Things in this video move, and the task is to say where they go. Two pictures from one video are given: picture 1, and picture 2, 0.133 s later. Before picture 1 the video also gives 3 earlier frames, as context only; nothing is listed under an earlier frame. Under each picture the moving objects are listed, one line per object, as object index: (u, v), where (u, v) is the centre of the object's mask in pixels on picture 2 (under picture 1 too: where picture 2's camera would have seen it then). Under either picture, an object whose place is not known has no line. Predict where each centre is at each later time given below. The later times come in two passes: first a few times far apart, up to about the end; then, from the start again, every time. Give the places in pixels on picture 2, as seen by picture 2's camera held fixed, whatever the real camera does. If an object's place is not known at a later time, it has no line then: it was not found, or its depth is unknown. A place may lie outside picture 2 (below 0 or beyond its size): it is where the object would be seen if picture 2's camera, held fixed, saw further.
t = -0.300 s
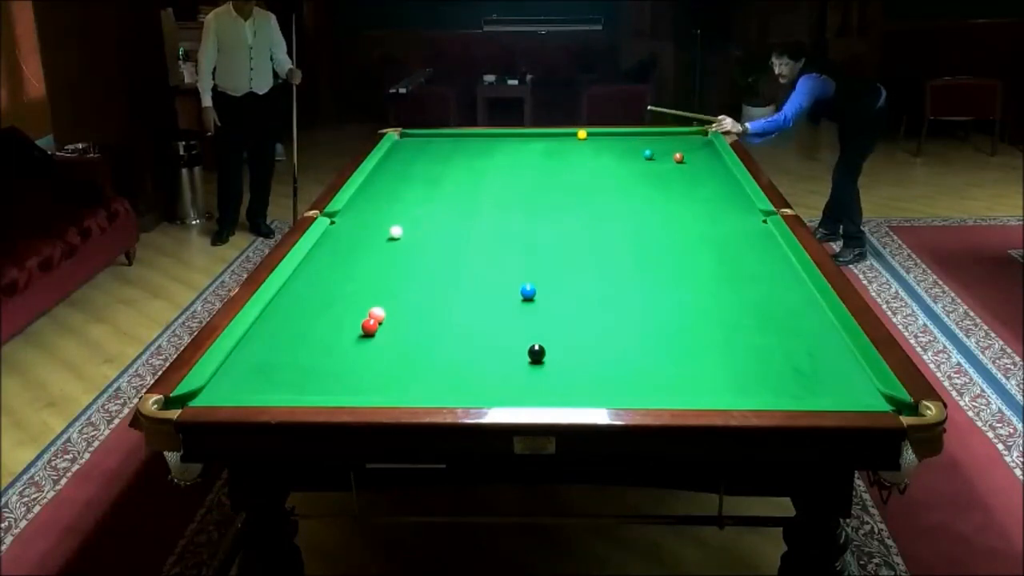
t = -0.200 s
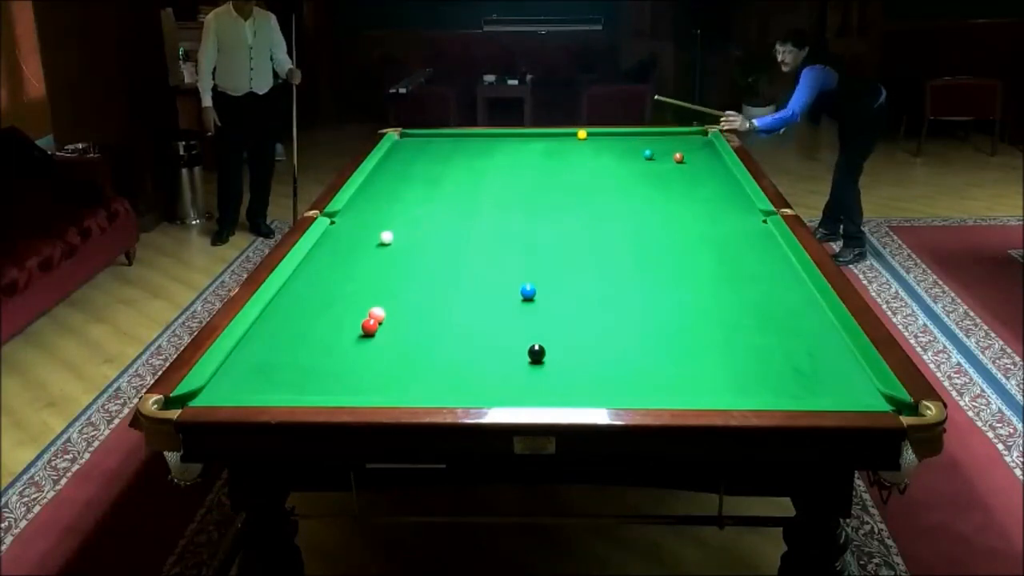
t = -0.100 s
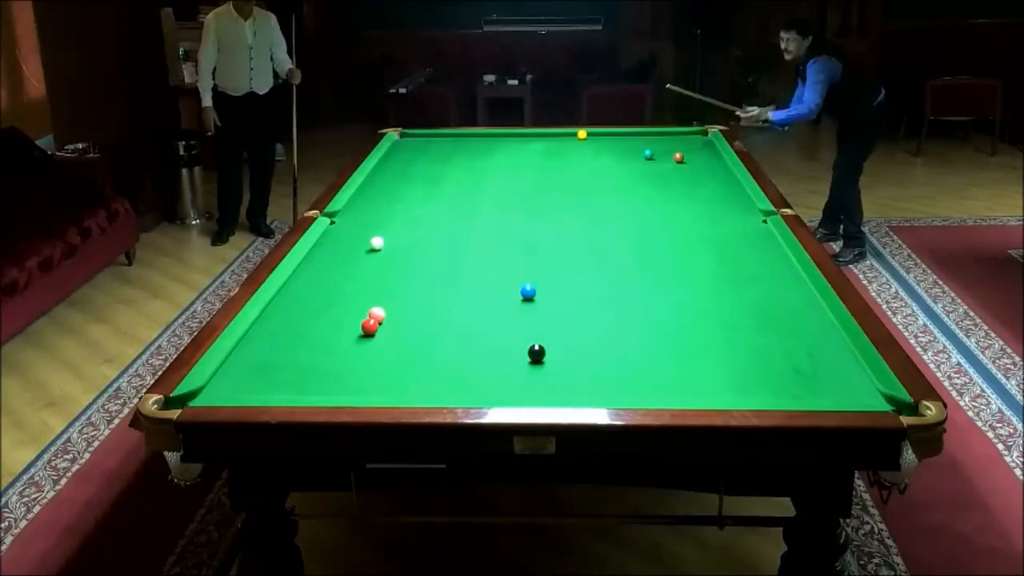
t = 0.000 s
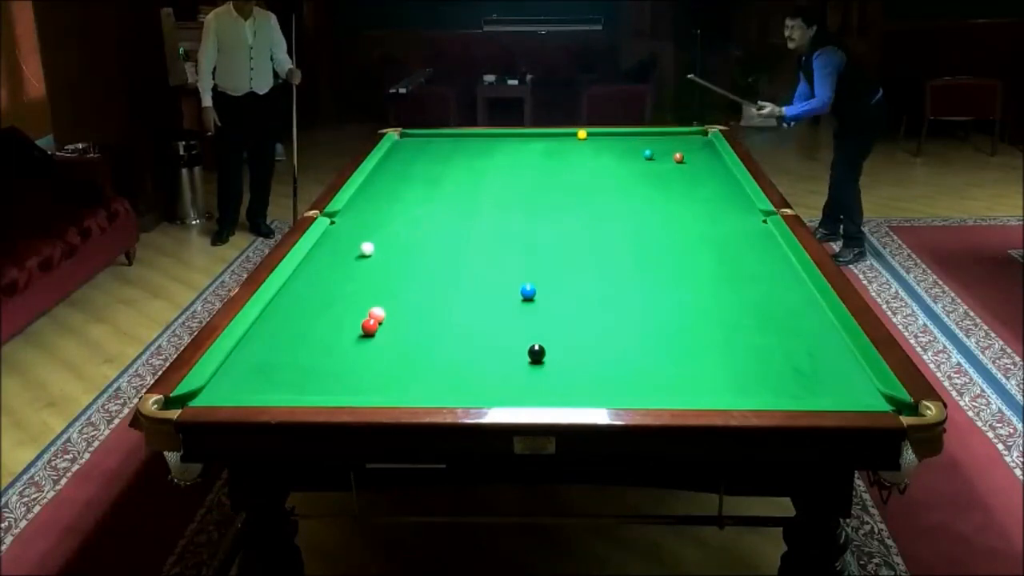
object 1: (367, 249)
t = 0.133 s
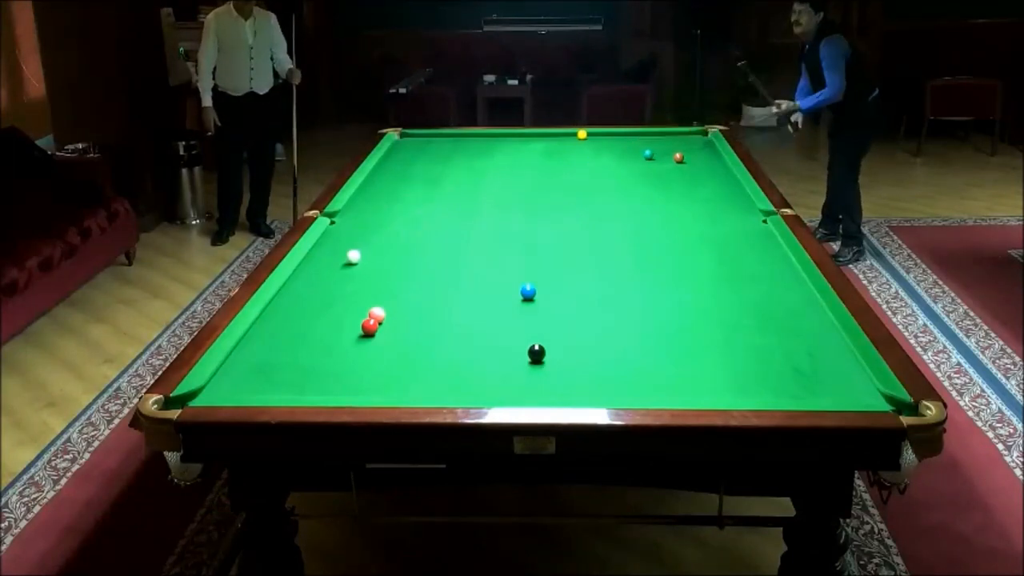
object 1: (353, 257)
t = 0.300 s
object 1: (336, 266)
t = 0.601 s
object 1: (304, 285)
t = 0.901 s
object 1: (277, 305)
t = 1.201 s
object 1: (275, 324)
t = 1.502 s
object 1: (274, 344)
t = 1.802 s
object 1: (273, 365)
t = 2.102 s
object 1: (273, 386)
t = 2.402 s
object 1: (289, 387)
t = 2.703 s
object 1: (312, 375)
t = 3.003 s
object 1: (333, 364)
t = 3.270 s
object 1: (349, 355)
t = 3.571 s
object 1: (364, 347)
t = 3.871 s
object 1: (378, 339)
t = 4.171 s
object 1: (389, 333)
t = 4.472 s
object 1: (398, 328)
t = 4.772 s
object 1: (406, 323)
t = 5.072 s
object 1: (412, 320)
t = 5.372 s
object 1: (417, 318)
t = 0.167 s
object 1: (350, 258)
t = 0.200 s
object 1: (347, 260)
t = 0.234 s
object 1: (343, 262)
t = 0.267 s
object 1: (340, 264)
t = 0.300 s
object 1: (336, 266)
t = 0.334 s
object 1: (333, 268)
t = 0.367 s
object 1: (329, 270)
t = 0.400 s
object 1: (326, 273)
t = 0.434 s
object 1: (322, 275)
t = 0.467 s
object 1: (319, 277)
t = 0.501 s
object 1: (315, 279)
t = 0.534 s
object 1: (311, 281)
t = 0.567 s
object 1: (308, 283)
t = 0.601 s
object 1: (304, 285)
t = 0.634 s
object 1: (301, 287)
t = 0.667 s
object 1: (297, 290)
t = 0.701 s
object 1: (293, 292)
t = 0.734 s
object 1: (290, 294)
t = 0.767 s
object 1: (286, 296)
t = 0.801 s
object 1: (282, 298)
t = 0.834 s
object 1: (278, 301)
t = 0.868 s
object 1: (277, 303)
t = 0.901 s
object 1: (277, 305)
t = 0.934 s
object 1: (277, 307)
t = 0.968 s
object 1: (277, 309)
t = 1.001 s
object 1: (277, 311)
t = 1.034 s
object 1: (276, 313)
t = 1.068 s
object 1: (276, 315)
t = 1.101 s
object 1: (276, 318)
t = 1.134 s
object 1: (276, 319)
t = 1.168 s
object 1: (276, 322)
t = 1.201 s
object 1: (275, 324)
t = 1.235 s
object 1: (275, 326)
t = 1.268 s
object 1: (275, 329)
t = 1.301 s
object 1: (275, 331)
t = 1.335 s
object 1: (275, 333)
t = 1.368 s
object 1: (275, 335)
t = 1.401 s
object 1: (274, 337)
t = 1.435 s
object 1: (274, 340)
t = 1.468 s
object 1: (274, 342)
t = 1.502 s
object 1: (274, 344)
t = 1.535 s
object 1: (274, 346)
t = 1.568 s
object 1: (274, 349)
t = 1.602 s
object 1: (274, 351)
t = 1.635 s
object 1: (274, 353)
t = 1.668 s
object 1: (273, 356)
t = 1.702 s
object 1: (273, 358)
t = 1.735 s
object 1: (273, 361)
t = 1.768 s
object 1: (273, 363)
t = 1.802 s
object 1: (273, 365)
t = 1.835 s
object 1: (273, 368)
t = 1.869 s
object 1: (273, 370)
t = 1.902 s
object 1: (273, 373)
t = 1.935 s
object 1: (273, 375)
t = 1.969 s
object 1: (273, 377)
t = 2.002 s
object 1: (273, 380)
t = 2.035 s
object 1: (273, 382)
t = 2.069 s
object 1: (273, 384)
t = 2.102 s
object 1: (273, 386)
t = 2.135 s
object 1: (273, 387)
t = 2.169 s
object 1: (273, 389)
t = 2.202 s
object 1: (274, 391)
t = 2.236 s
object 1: (274, 391)
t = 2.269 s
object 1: (277, 390)
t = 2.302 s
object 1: (280, 390)
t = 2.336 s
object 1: (283, 389)
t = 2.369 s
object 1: (286, 388)
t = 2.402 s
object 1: (289, 387)
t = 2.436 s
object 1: (291, 386)
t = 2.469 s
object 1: (294, 384)
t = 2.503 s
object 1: (296, 383)
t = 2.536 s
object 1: (299, 382)
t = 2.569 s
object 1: (302, 380)
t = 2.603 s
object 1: (304, 379)
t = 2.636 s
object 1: (307, 377)
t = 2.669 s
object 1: (310, 376)
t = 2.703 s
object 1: (312, 375)
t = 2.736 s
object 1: (315, 373)
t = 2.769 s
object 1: (317, 372)
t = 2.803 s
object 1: (319, 371)
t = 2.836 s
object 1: (321, 370)
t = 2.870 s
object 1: (324, 368)
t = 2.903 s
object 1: (326, 367)
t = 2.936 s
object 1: (328, 366)
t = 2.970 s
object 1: (331, 365)
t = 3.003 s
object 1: (333, 364)
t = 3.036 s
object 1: (335, 362)
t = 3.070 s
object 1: (337, 361)
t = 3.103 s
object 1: (339, 360)
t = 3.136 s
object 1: (341, 359)
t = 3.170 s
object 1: (343, 358)
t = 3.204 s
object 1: (345, 357)
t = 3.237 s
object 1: (347, 356)
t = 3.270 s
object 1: (349, 355)
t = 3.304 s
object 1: (350, 354)
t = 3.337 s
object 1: (353, 353)
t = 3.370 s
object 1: (354, 352)
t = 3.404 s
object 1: (356, 351)
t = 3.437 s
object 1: (358, 350)
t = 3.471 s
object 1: (359, 349)
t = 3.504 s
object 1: (361, 348)
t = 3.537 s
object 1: (363, 347)
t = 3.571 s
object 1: (364, 347)
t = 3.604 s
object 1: (366, 346)
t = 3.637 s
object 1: (368, 345)
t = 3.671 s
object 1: (369, 344)
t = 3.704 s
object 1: (371, 343)
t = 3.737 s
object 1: (372, 342)
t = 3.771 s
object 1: (374, 342)
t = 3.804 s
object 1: (375, 341)
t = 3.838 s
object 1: (377, 340)
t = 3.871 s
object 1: (378, 339)
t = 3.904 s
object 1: (380, 339)
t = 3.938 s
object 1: (381, 338)
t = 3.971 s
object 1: (382, 337)
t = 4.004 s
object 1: (384, 337)
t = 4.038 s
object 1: (385, 336)
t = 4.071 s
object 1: (386, 335)
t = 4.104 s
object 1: (387, 334)
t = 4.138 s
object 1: (388, 333)
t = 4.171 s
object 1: (389, 333)
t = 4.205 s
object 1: (390, 332)
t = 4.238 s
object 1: (392, 332)
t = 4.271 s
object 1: (393, 331)
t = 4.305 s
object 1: (394, 330)
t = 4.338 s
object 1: (395, 330)
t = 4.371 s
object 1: (396, 329)
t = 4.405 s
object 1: (396, 329)
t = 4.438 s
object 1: (398, 328)
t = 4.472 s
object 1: (398, 328)
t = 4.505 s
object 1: (399, 327)
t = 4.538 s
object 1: (400, 327)
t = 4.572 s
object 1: (401, 326)
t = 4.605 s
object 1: (402, 326)
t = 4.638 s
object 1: (403, 325)
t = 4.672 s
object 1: (404, 325)
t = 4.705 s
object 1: (404, 324)
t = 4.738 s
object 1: (405, 324)
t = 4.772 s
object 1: (406, 323)
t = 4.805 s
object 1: (407, 323)
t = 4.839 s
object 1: (408, 323)
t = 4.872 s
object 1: (408, 322)
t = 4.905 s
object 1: (409, 322)
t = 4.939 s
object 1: (410, 322)
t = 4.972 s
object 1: (410, 321)
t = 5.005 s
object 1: (411, 321)
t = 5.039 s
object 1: (412, 321)
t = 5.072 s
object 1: (412, 320)
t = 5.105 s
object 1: (413, 320)
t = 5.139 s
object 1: (413, 320)
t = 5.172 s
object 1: (414, 320)
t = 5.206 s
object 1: (414, 319)
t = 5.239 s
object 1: (415, 319)
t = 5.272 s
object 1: (415, 319)
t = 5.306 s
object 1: (416, 318)
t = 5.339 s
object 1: (416, 318)
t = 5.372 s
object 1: (417, 318)
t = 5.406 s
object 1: (417, 318)
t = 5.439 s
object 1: (417, 318)
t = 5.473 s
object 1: (418, 317)
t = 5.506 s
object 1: (418, 317)
